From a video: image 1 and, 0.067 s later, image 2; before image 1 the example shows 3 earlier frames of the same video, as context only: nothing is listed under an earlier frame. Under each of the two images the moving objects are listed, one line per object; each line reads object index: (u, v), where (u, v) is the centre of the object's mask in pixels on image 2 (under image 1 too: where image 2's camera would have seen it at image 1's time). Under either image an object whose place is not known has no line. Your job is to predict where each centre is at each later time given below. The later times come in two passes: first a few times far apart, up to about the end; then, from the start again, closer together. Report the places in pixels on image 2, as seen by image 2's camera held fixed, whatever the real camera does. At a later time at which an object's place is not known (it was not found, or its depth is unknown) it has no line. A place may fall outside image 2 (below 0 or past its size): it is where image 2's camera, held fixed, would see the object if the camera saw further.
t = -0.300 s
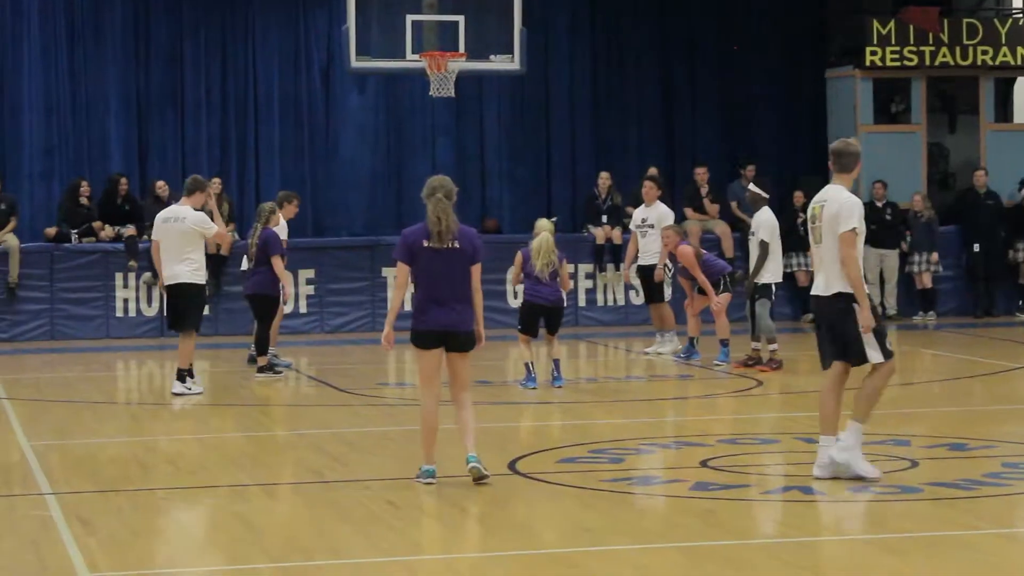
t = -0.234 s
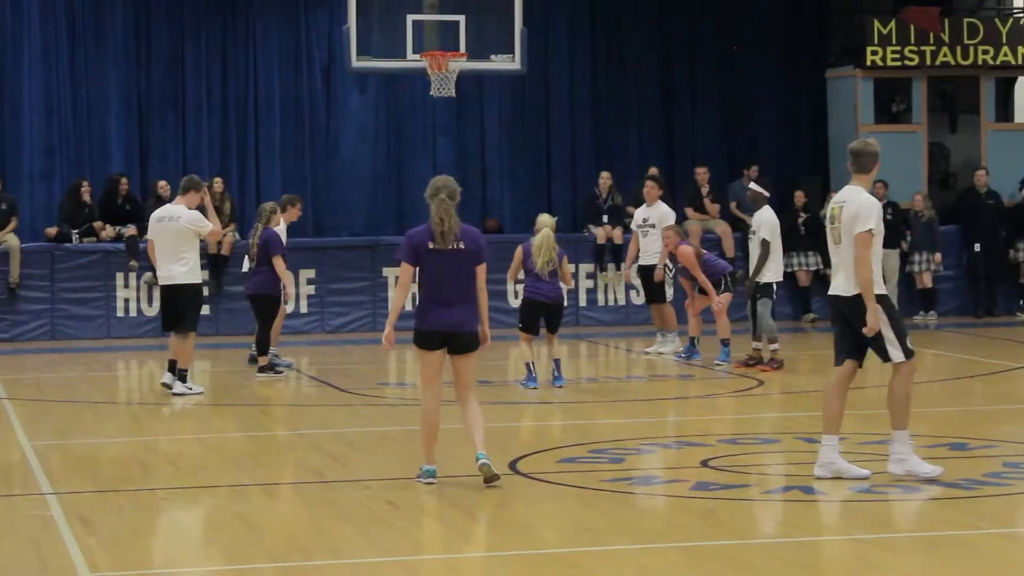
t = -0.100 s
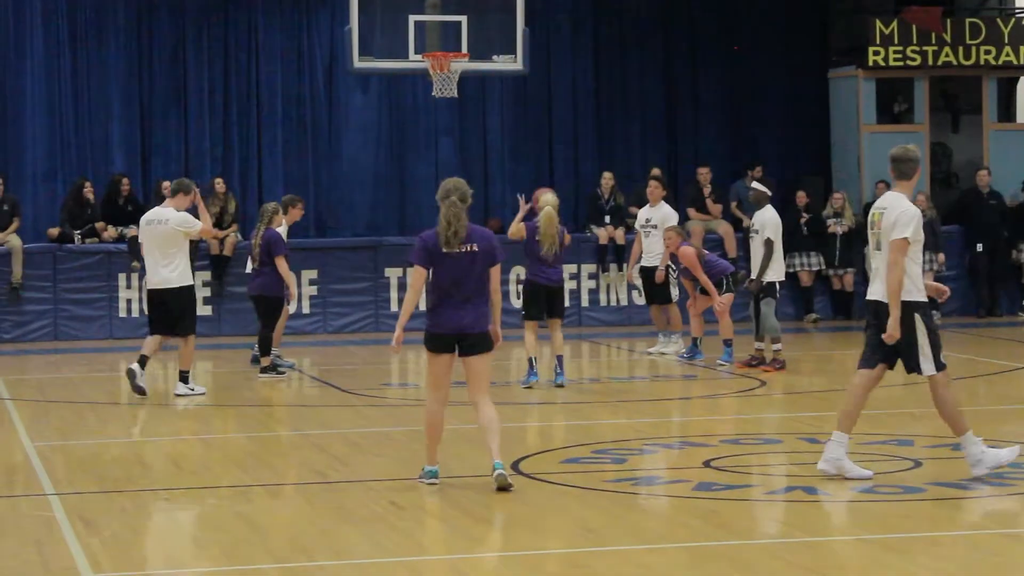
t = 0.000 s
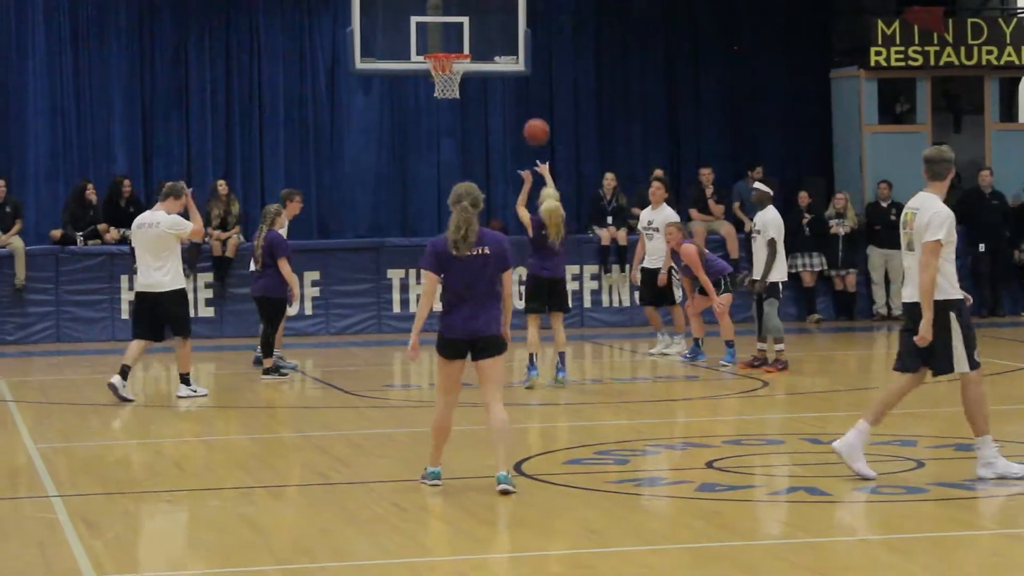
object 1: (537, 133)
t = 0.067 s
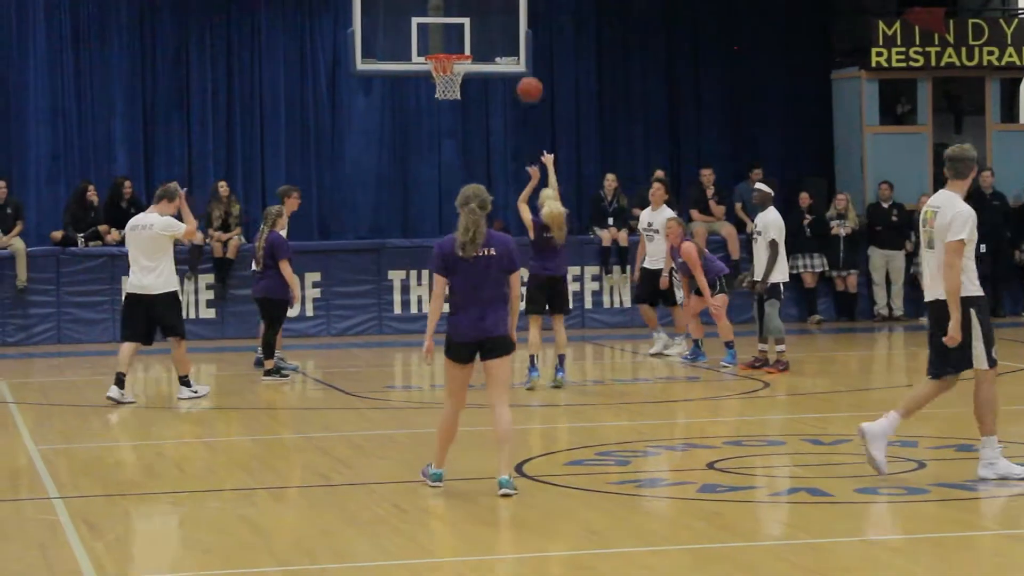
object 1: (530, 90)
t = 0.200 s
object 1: (513, 19)
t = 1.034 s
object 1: (439, 33)
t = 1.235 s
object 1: (440, 6)
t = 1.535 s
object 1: (448, 2)
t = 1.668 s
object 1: (452, 28)
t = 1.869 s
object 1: (456, 42)
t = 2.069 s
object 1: (460, 70)
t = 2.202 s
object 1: (463, 110)
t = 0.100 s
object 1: (525, 70)
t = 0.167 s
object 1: (518, 36)
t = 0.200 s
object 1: (513, 19)
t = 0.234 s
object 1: (511, 6)
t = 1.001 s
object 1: (442, 18)
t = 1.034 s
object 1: (439, 33)
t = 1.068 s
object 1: (438, 45)
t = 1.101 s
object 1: (437, 36)
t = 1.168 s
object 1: (439, 19)
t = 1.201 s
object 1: (440, 12)
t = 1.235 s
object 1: (440, 6)
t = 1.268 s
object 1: (441, 2)
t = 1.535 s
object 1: (448, 2)
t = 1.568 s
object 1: (449, 6)
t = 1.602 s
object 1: (450, 12)
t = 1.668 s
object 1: (452, 28)
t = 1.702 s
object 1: (453, 37)
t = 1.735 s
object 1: (455, 45)
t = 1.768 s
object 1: (455, 43)
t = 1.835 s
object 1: (456, 42)
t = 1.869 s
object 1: (456, 42)
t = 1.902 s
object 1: (457, 43)
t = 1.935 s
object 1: (457, 46)
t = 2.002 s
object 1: (459, 56)
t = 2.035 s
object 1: (460, 62)
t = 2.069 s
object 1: (460, 70)
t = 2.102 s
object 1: (460, 78)
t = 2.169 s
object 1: (462, 98)
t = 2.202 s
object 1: (463, 110)
